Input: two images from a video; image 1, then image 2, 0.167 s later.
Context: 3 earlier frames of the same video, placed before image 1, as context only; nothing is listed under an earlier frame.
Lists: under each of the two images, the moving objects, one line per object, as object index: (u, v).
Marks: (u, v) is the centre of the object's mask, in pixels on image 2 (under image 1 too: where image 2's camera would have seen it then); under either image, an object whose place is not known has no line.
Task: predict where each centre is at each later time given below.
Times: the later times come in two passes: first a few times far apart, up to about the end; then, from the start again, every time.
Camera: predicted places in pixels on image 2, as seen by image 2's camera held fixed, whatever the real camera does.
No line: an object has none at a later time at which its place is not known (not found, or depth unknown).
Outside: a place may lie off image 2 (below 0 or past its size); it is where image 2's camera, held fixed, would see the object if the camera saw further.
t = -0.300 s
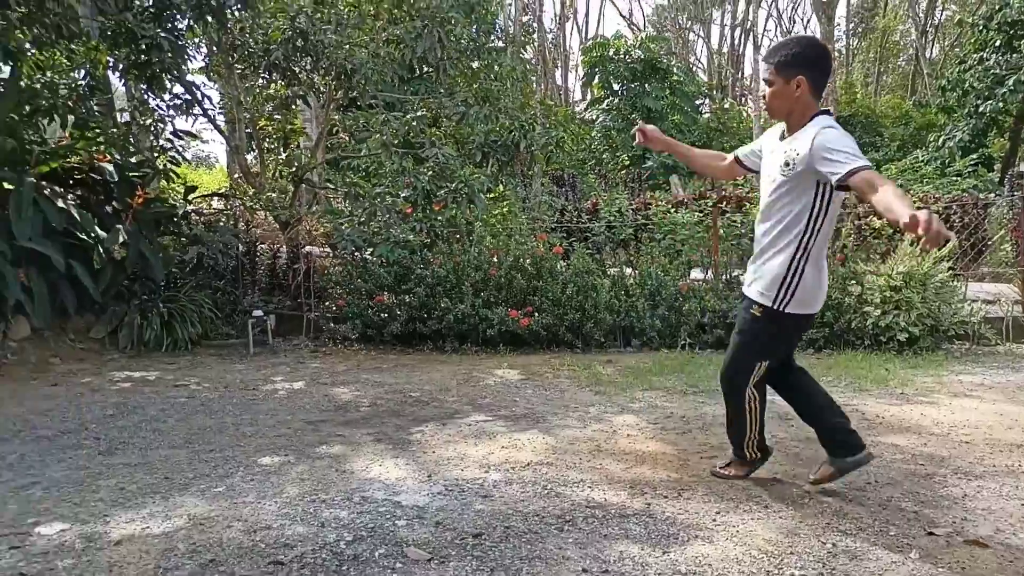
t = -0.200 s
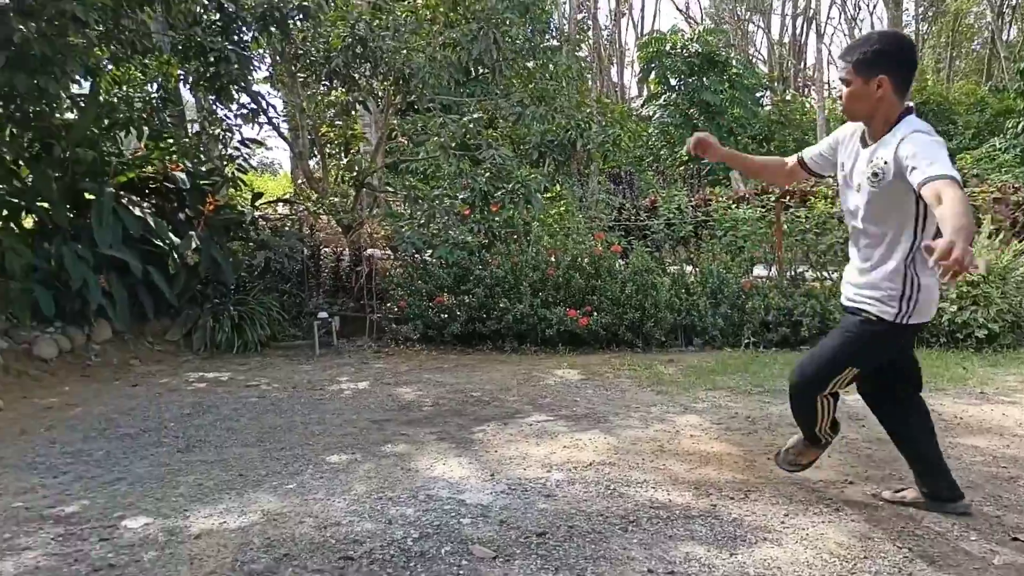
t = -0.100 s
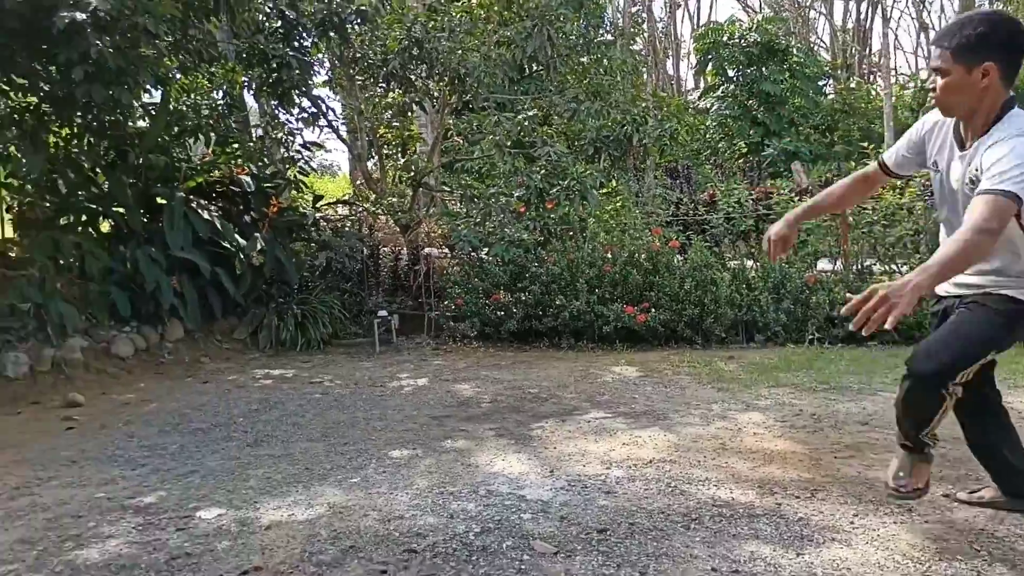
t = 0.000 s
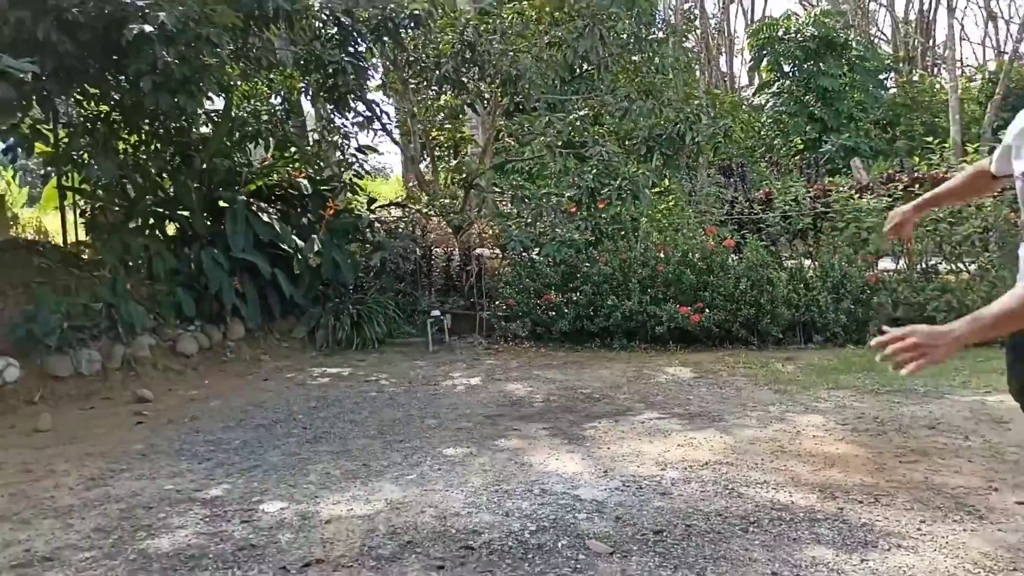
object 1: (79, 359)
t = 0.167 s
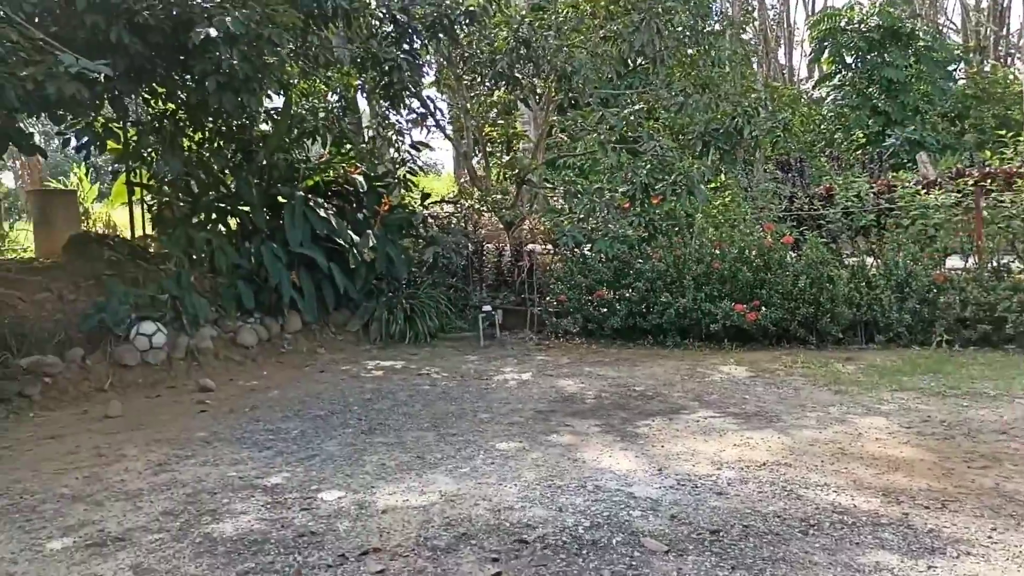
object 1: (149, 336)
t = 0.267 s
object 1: (195, 341)
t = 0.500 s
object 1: (299, 374)
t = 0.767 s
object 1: (347, 360)
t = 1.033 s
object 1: (392, 366)
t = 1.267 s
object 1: (436, 378)
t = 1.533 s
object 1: (482, 379)
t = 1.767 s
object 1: (525, 384)
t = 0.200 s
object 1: (164, 336)
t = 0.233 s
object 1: (180, 339)
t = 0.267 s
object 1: (195, 341)
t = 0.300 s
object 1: (211, 346)
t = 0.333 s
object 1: (229, 353)
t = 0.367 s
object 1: (247, 361)
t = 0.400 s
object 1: (265, 371)
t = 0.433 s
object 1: (280, 382)
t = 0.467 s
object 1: (292, 383)
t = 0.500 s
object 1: (299, 374)
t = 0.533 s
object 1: (305, 367)
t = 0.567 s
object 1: (310, 361)
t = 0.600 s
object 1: (316, 357)
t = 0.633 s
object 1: (322, 354)
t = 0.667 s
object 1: (329, 353)
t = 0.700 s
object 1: (335, 354)
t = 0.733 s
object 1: (341, 355)
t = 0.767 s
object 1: (347, 360)
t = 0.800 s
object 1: (353, 367)
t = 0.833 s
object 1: (358, 374)
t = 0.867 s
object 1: (365, 384)
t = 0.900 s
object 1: (370, 384)
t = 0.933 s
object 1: (376, 376)
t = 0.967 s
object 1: (382, 370)
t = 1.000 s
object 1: (387, 367)
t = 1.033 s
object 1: (392, 366)
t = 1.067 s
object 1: (398, 366)
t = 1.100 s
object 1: (405, 368)
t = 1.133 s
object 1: (412, 371)
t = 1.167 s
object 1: (418, 377)
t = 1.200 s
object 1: (426, 385)
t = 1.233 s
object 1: (432, 383)
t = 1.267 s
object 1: (436, 378)
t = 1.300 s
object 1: (442, 376)
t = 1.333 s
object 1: (447, 376)
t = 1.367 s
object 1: (454, 378)
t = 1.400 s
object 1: (459, 380)
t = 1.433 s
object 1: (466, 385)
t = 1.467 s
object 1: (471, 384)
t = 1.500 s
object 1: (476, 380)
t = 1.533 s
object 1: (482, 379)
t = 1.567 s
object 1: (488, 379)
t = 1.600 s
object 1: (494, 381)
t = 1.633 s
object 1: (501, 385)
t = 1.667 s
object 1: (506, 386)
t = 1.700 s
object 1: (513, 383)
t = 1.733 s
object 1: (518, 383)
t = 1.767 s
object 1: (525, 384)
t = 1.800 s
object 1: (532, 387)
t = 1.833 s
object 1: (538, 388)
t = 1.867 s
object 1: (544, 388)
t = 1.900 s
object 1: (550, 389)
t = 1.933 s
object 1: (556, 389)
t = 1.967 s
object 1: (563, 388)
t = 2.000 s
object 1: (569, 389)
